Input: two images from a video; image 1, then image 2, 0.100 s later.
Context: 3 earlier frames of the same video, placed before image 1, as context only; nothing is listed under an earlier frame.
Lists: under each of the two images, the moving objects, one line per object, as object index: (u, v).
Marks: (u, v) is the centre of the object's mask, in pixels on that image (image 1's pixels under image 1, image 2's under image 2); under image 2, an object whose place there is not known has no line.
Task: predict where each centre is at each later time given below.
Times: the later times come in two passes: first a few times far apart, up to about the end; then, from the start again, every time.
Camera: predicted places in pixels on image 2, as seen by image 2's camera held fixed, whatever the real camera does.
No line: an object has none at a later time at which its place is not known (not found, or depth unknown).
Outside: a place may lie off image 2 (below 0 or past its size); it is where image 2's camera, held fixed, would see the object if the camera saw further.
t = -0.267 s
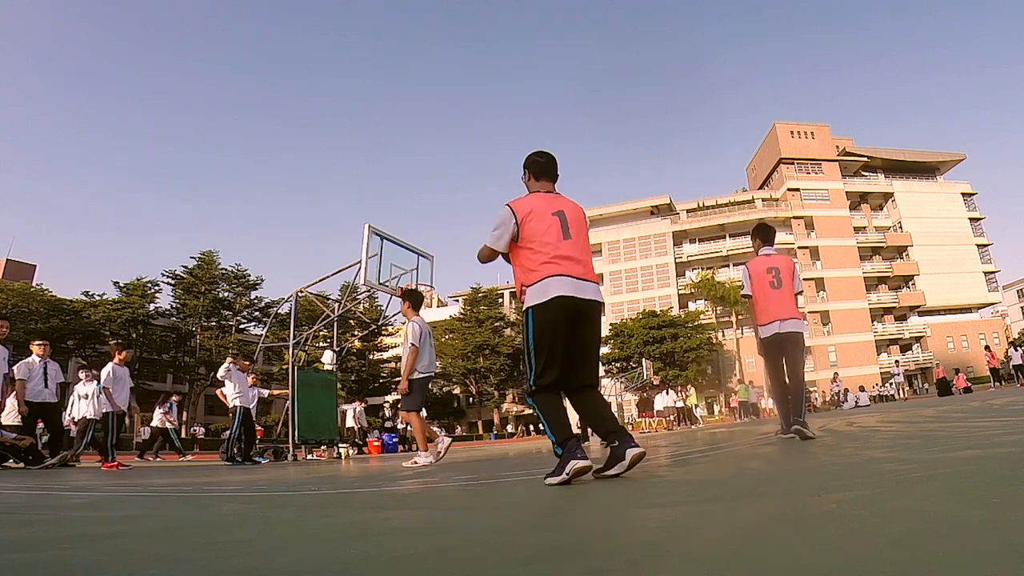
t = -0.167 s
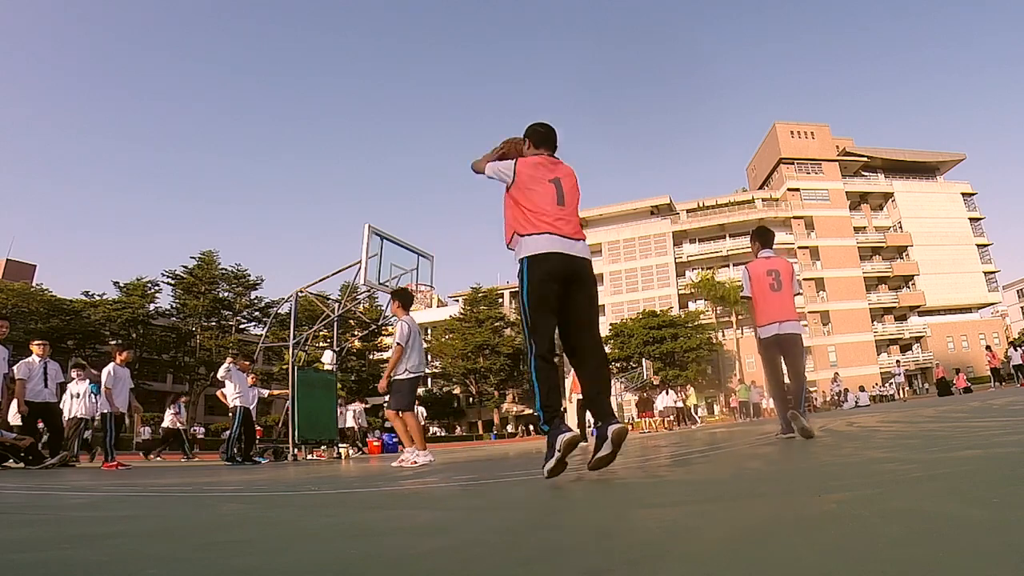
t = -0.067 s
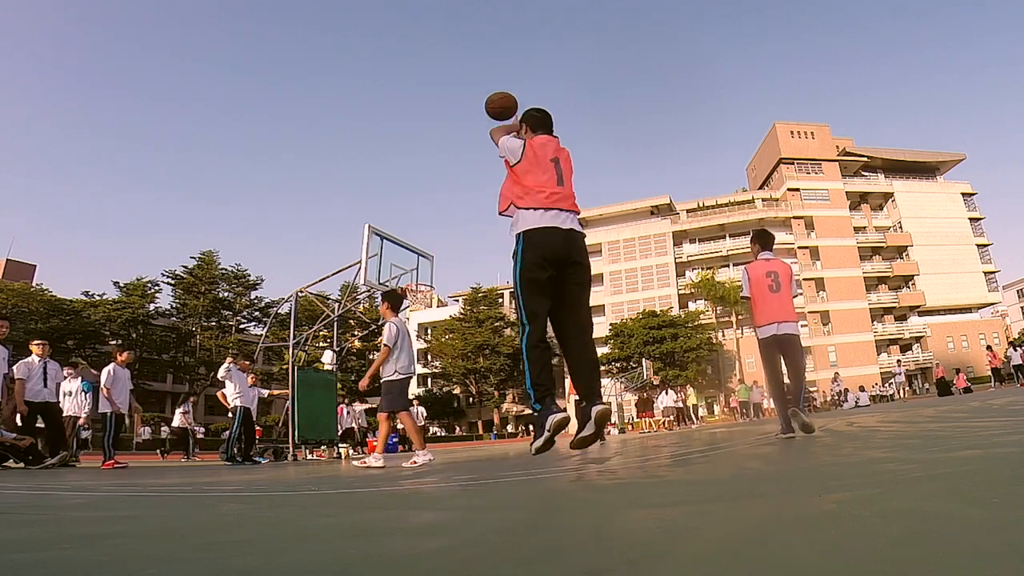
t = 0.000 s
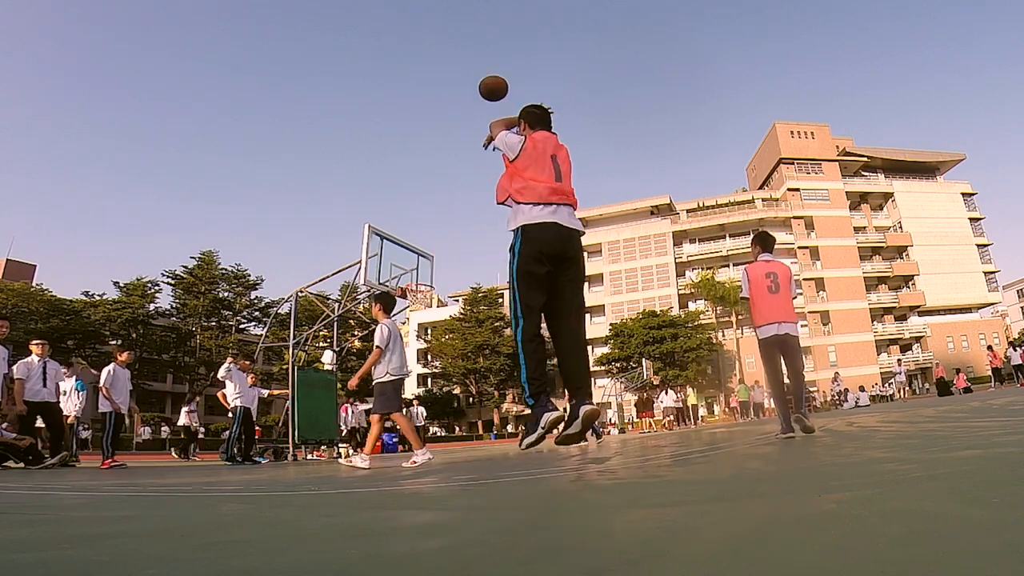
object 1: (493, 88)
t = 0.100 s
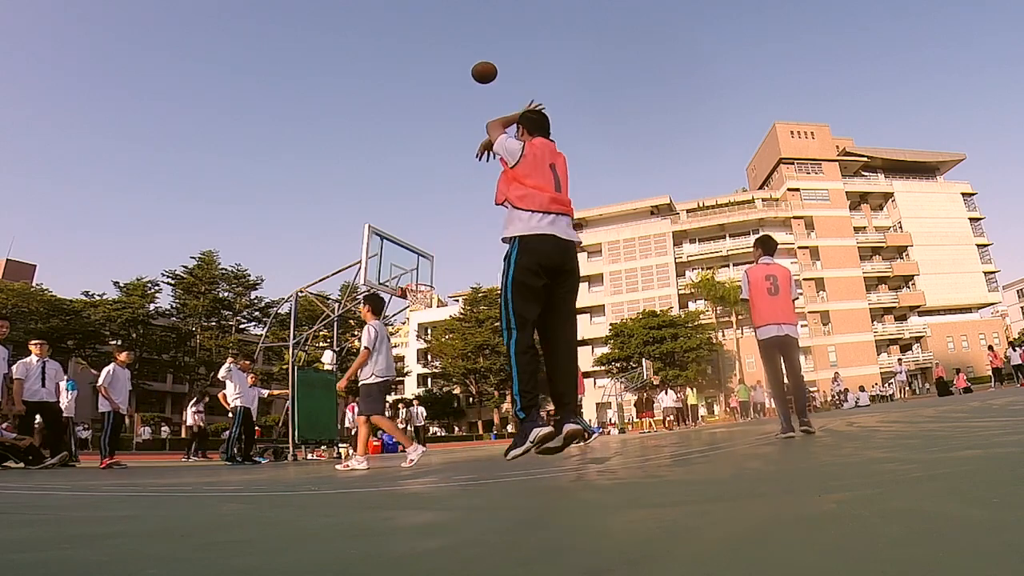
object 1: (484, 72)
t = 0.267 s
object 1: (472, 65)
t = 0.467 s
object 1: (460, 76)
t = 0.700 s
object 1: (446, 107)
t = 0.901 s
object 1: (435, 148)
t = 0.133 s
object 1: (482, 69)
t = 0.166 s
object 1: (479, 67)
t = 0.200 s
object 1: (477, 66)
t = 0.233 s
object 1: (474, 65)
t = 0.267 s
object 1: (472, 65)
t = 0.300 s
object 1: (470, 66)
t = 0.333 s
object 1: (468, 67)
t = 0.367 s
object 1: (466, 69)
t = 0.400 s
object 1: (464, 71)
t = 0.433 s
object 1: (462, 73)
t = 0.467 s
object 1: (460, 76)
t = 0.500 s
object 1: (458, 79)
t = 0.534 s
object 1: (456, 83)
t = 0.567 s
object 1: (454, 87)
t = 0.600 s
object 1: (452, 92)
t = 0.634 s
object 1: (450, 97)
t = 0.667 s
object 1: (448, 102)
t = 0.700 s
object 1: (446, 107)
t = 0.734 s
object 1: (445, 113)
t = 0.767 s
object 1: (443, 119)
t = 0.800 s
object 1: (441, 126)
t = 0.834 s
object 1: (439, 133)
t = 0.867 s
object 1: (437, 140)
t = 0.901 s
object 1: (435, 148)
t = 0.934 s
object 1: (434, 156)
